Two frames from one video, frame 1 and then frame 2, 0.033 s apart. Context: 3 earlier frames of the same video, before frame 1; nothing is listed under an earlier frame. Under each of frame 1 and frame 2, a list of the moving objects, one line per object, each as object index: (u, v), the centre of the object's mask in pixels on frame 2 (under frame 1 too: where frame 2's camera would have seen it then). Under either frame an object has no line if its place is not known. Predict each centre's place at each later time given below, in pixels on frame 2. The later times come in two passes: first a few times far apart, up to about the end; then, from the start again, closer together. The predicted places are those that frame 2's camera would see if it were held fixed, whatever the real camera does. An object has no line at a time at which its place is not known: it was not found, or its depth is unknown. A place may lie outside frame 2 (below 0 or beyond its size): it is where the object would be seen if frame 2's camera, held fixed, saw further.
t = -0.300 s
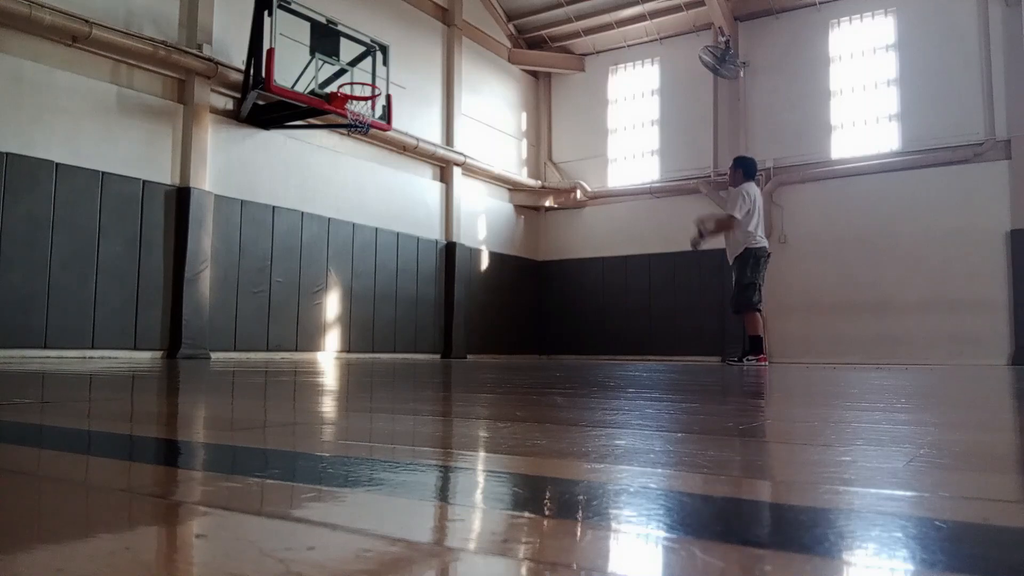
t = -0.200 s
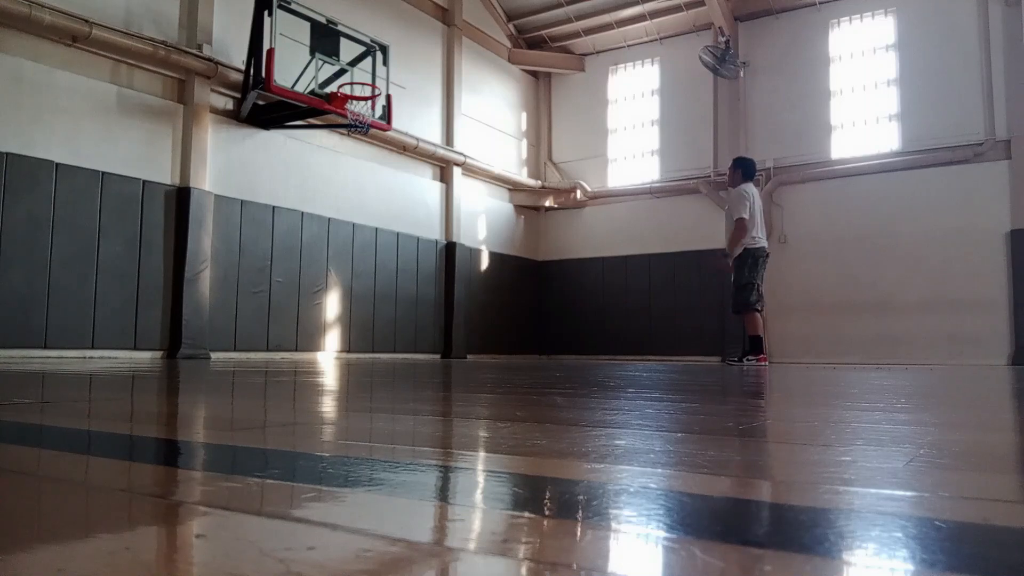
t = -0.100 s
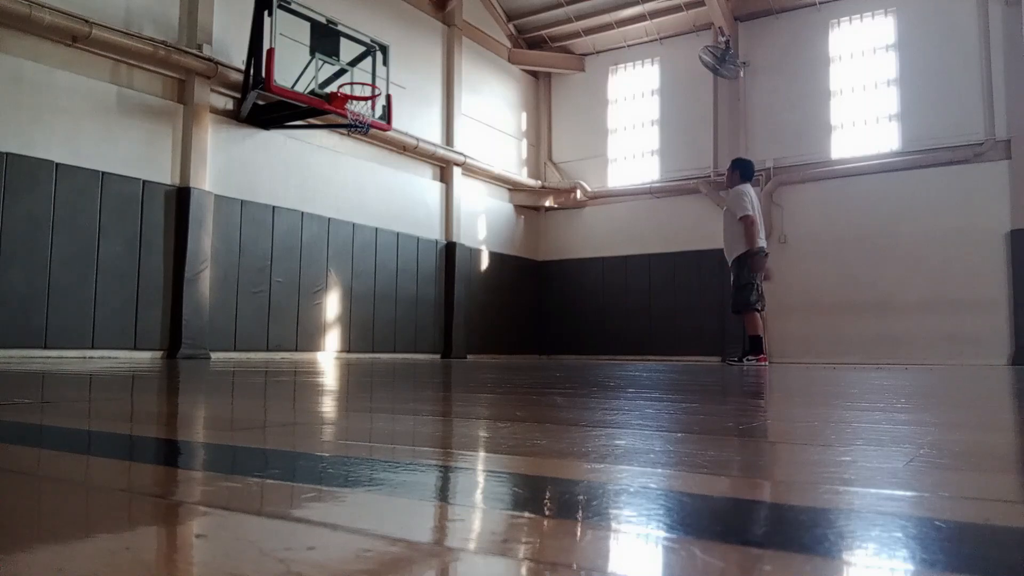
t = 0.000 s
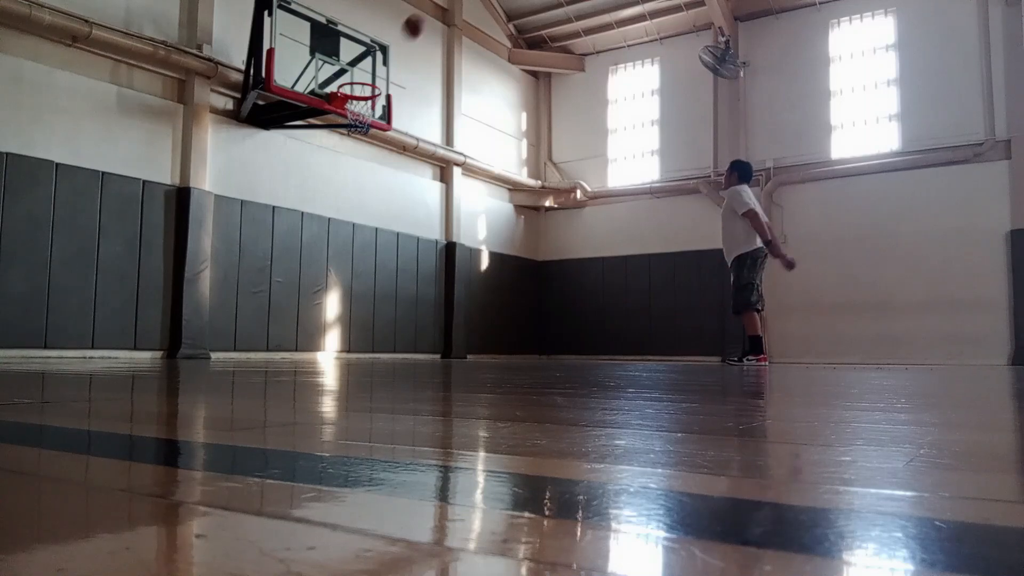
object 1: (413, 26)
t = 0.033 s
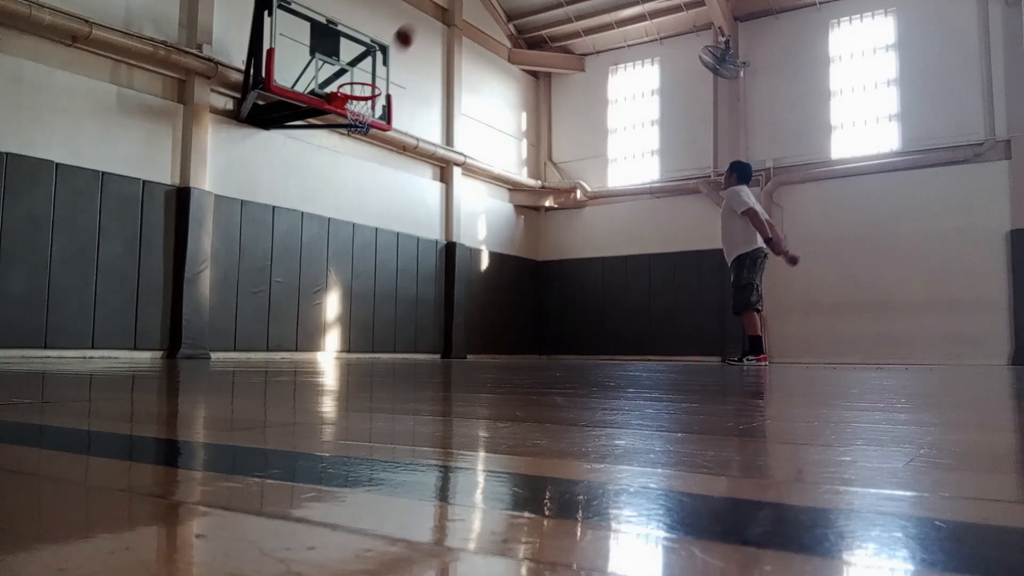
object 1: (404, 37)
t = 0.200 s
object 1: (363, 97)
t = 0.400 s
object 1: (408, 109)
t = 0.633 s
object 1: (464, 162)
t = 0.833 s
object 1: (512, 243)
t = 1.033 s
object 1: (560, 342)
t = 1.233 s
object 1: (587, 263)
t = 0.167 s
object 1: (368, 87)
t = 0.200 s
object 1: (363, 97)
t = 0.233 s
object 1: (368, 99)
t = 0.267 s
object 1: (375, 98)
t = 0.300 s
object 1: (385, 101)
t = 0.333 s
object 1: (392, 102)
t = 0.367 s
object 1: (400, 105)
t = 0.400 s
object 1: (408, 109)
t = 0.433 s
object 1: (416, 113)
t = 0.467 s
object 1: (424, 119)
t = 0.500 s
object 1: (432, 126)
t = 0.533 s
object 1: (442, 135)
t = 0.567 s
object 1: (448, 141)
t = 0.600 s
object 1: (457, 155)
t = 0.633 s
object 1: (464, 162)
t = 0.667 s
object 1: (471, 173)
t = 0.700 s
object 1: (480, 186)
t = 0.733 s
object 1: (489, 198)
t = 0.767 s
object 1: (496, 213)
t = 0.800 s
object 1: (504, 228)
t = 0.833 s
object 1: (512, 243)
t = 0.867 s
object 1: (522, 261)
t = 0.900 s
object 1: (529, 280)
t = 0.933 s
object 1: (538, 299)
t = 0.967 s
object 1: (546, 319)
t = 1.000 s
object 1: (553, 339)
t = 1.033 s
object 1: (560, 342)
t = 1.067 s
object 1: (565, 328)
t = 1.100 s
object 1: (569, 312)
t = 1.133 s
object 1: (573, 299)
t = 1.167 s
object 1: (577, 286)
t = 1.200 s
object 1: (582, 275)
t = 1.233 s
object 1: (587, 263)
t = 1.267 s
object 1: (589, 254)
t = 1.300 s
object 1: (594, 245)
